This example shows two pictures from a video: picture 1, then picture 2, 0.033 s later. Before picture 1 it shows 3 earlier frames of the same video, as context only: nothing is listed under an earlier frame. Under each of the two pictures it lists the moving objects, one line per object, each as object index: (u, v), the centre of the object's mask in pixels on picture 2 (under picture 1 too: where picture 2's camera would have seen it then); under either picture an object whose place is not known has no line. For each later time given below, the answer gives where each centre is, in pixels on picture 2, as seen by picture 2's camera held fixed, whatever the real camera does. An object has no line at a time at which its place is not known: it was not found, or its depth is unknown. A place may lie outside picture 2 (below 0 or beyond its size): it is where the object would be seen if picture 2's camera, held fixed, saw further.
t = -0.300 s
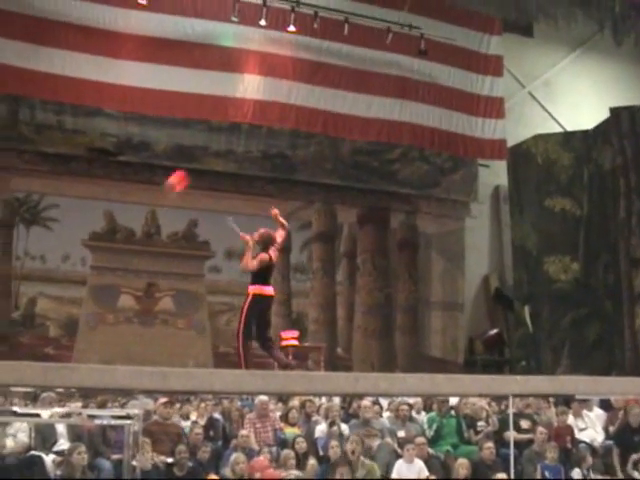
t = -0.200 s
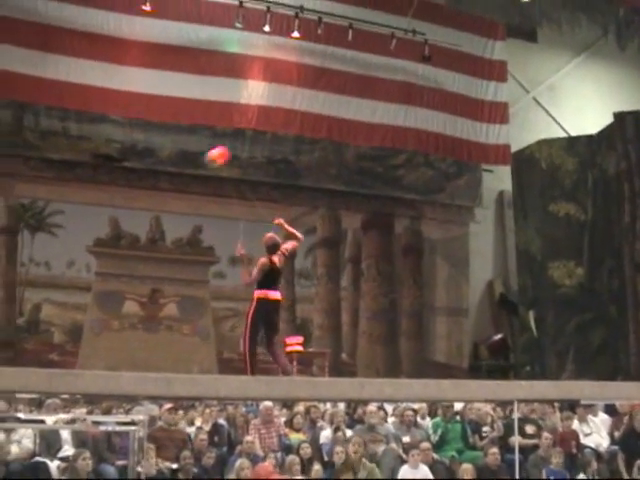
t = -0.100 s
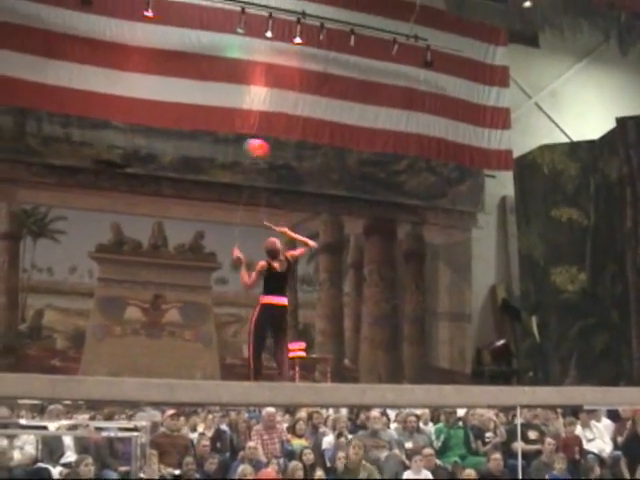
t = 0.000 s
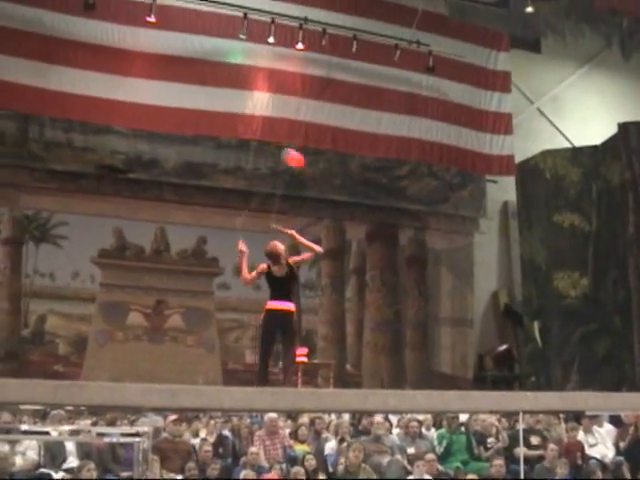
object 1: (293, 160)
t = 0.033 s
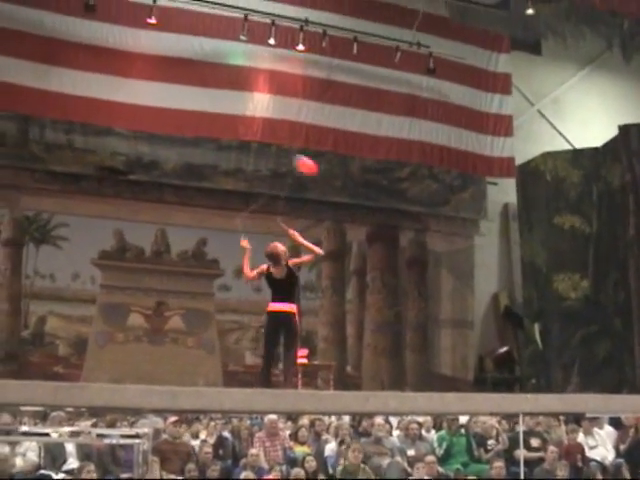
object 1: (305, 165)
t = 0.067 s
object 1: (316, 171)
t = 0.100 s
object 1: (326, 178)
